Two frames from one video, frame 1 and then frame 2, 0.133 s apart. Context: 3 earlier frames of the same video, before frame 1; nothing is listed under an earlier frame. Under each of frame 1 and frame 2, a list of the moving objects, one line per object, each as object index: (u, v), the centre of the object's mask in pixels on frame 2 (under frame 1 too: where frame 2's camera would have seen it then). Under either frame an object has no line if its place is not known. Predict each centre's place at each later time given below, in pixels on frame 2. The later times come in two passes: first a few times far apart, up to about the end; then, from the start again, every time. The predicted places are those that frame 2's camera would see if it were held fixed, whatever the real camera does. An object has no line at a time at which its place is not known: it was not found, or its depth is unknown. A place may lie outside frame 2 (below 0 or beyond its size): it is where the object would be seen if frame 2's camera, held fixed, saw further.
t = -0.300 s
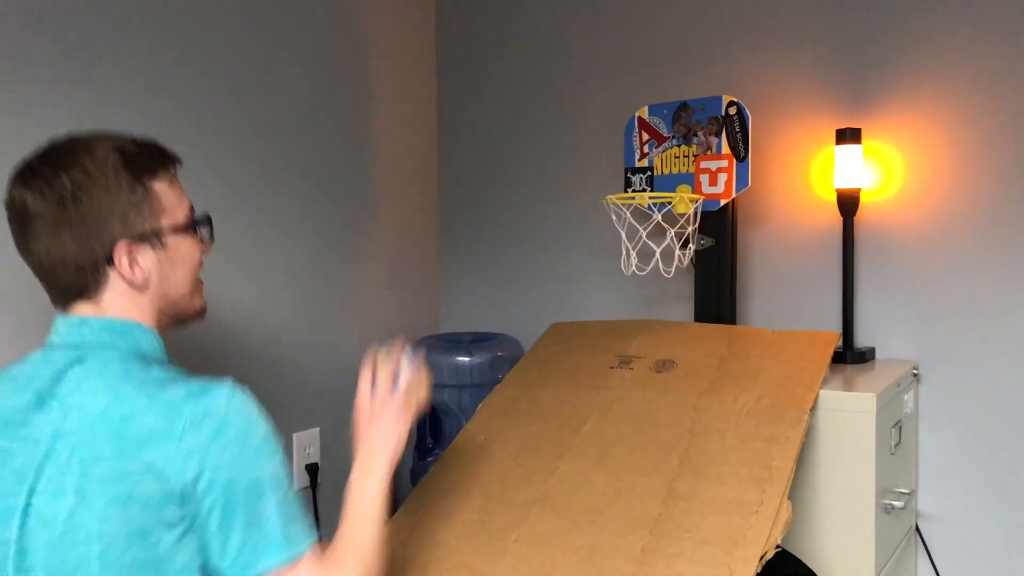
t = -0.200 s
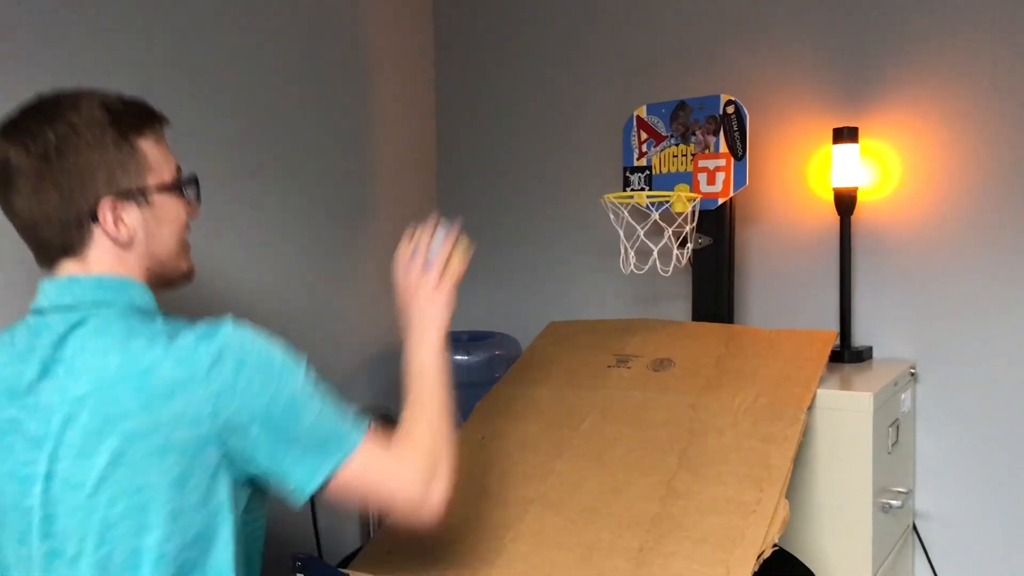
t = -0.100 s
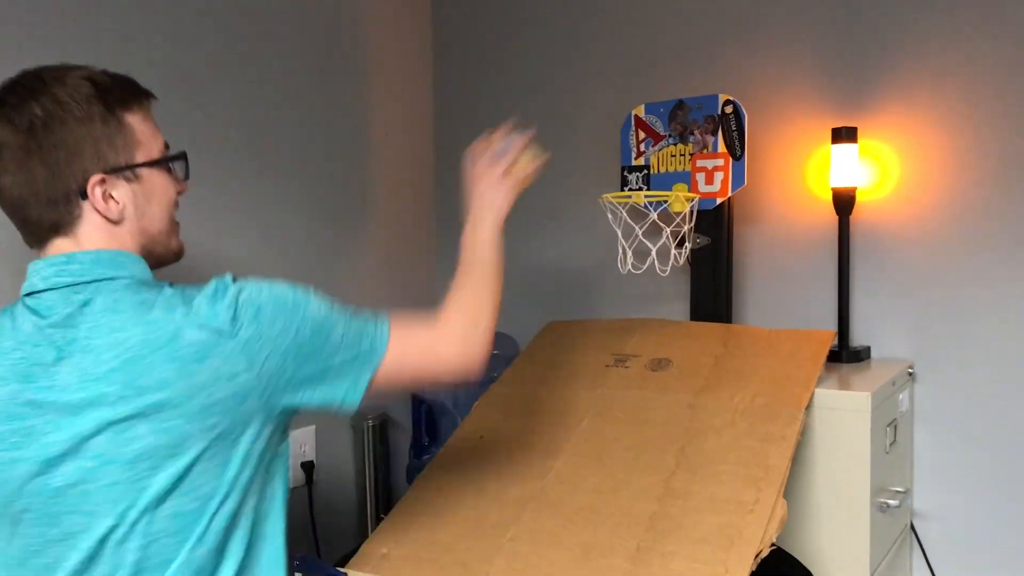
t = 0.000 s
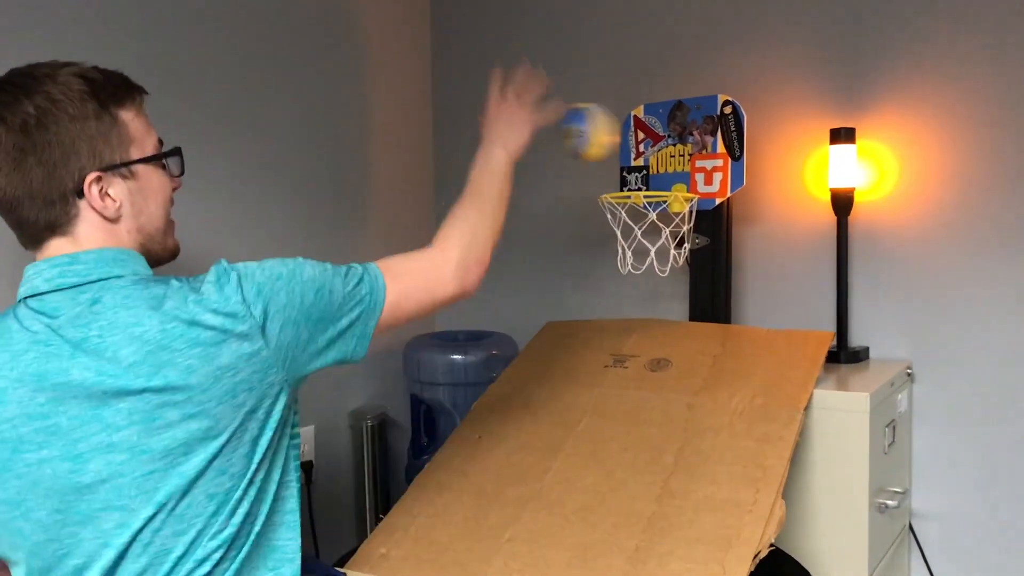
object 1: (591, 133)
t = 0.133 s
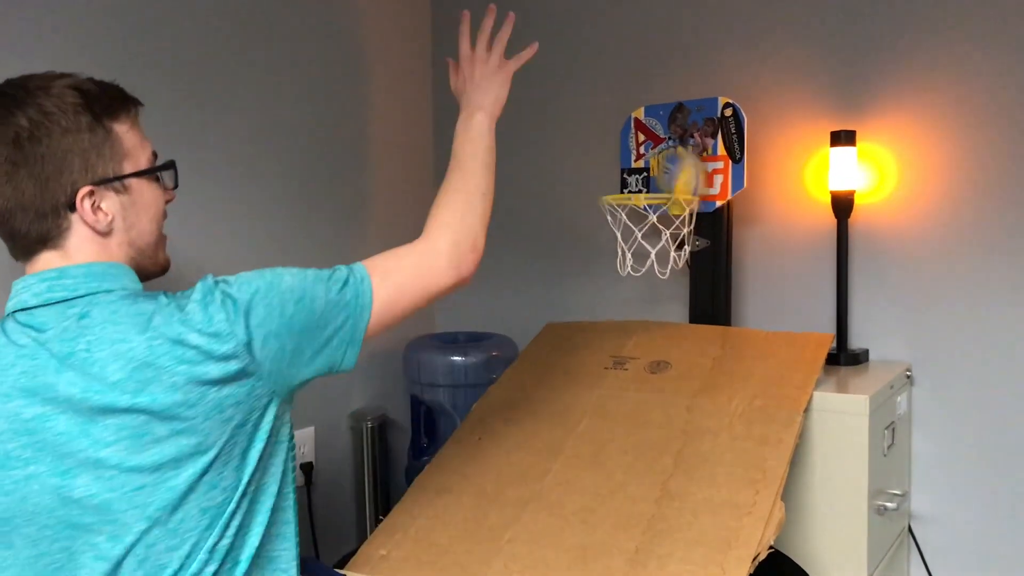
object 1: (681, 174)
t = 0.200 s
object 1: (675, 175)
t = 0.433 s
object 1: (618, 311)
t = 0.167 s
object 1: (683, 177)
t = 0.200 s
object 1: (675, 175)
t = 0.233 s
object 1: (666, 176)
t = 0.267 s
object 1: (658, 184)
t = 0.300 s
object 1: (655, 204)
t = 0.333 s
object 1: (637, 223)
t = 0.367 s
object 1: (634, 247)
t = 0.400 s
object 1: (622, 278)
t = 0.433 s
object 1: (618, 311)
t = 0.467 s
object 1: (608, 339)
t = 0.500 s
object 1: (595, 341)
